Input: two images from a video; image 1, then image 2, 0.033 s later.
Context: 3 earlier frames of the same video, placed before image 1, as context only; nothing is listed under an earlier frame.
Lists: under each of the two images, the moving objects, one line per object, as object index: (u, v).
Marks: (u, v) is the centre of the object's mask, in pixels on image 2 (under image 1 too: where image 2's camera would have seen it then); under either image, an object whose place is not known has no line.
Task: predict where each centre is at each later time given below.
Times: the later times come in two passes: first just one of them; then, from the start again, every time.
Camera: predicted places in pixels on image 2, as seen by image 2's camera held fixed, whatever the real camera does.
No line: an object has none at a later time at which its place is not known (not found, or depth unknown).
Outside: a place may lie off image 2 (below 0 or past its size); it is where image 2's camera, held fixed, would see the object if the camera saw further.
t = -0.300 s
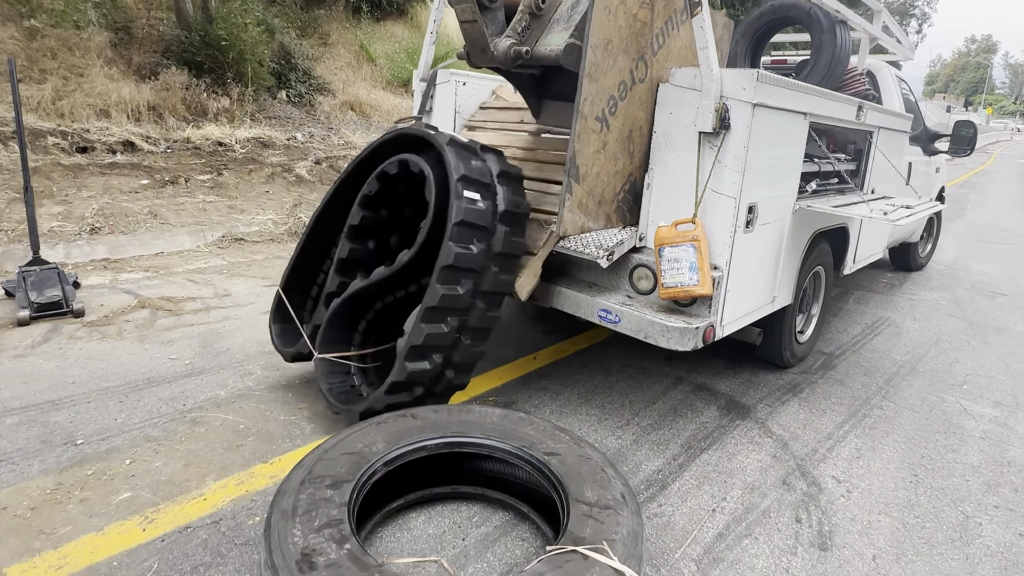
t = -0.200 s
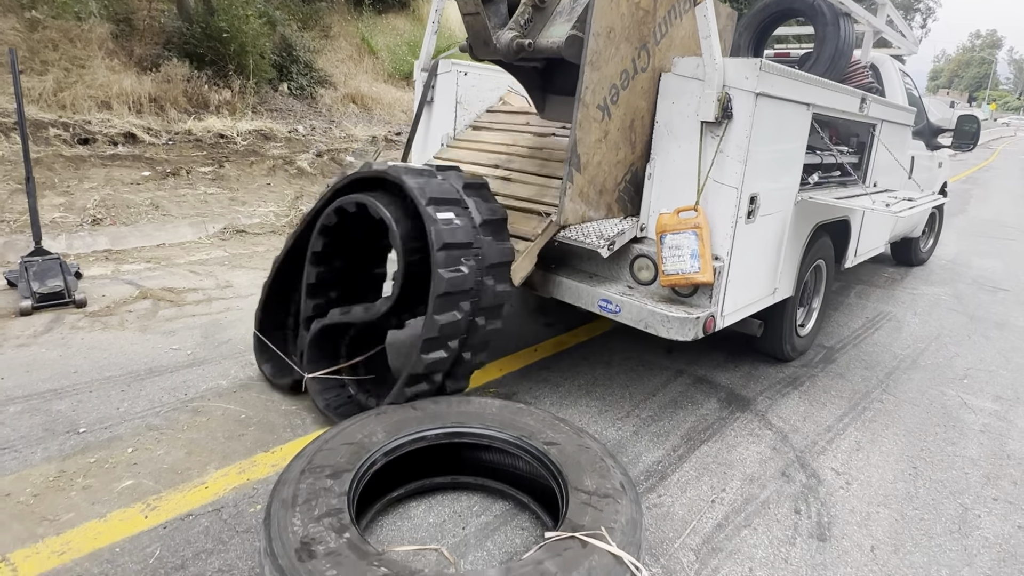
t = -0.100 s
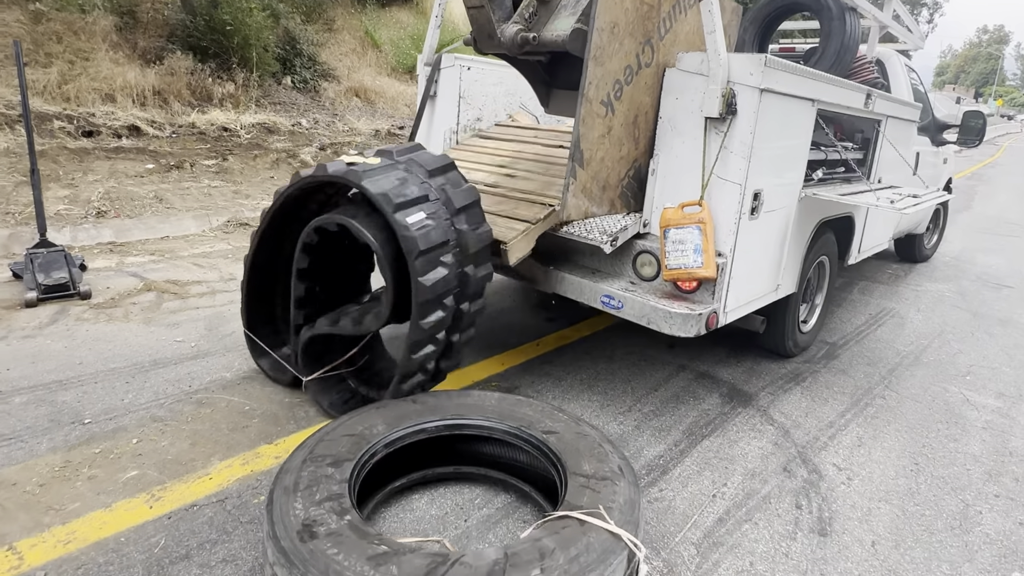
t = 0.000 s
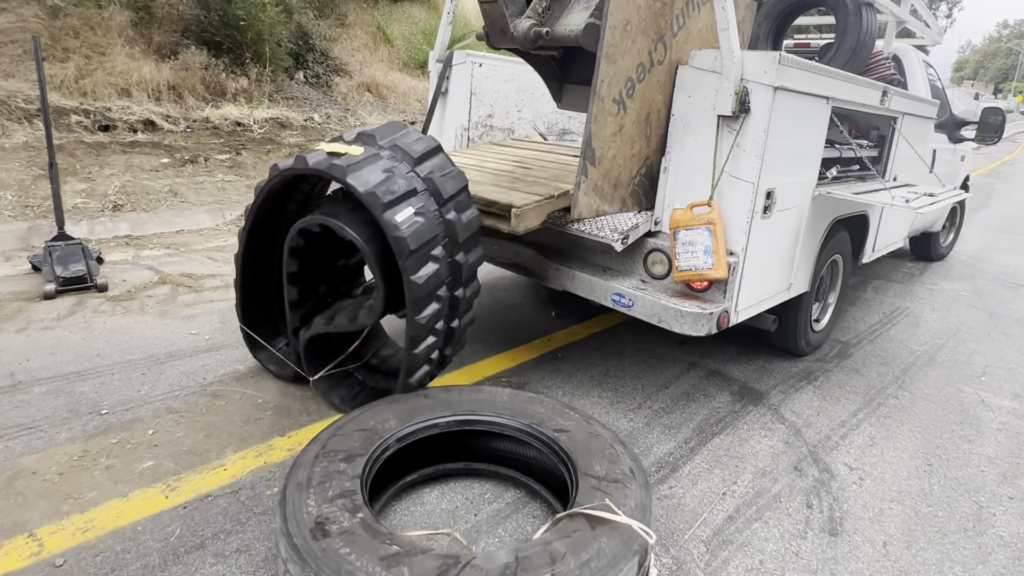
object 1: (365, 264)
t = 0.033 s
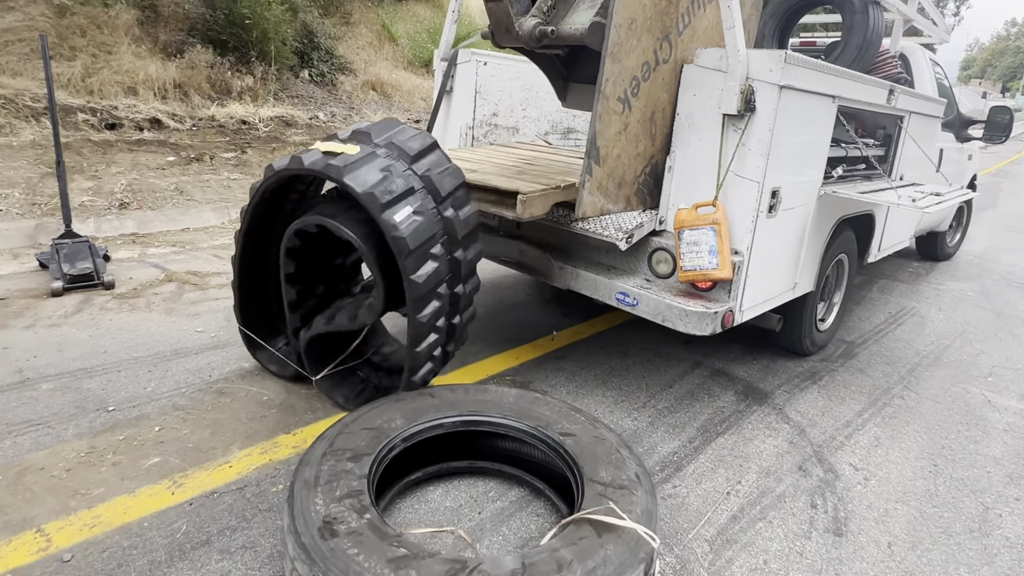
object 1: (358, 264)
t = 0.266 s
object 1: (318, 265)
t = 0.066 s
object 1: (352, 264)
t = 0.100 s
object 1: (346, 265)
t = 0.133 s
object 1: (340, 266)
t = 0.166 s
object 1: (335, 267)
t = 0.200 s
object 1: (329, 267)
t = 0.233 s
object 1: (323, 268)
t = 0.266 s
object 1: (318, 265)
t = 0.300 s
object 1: (313, 266)
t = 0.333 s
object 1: (308, 269)
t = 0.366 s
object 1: (304, 272)
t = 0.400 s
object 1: (299, 276)
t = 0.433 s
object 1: (294, 282)
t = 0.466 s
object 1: (288, 289)
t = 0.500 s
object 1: (283, 297)
